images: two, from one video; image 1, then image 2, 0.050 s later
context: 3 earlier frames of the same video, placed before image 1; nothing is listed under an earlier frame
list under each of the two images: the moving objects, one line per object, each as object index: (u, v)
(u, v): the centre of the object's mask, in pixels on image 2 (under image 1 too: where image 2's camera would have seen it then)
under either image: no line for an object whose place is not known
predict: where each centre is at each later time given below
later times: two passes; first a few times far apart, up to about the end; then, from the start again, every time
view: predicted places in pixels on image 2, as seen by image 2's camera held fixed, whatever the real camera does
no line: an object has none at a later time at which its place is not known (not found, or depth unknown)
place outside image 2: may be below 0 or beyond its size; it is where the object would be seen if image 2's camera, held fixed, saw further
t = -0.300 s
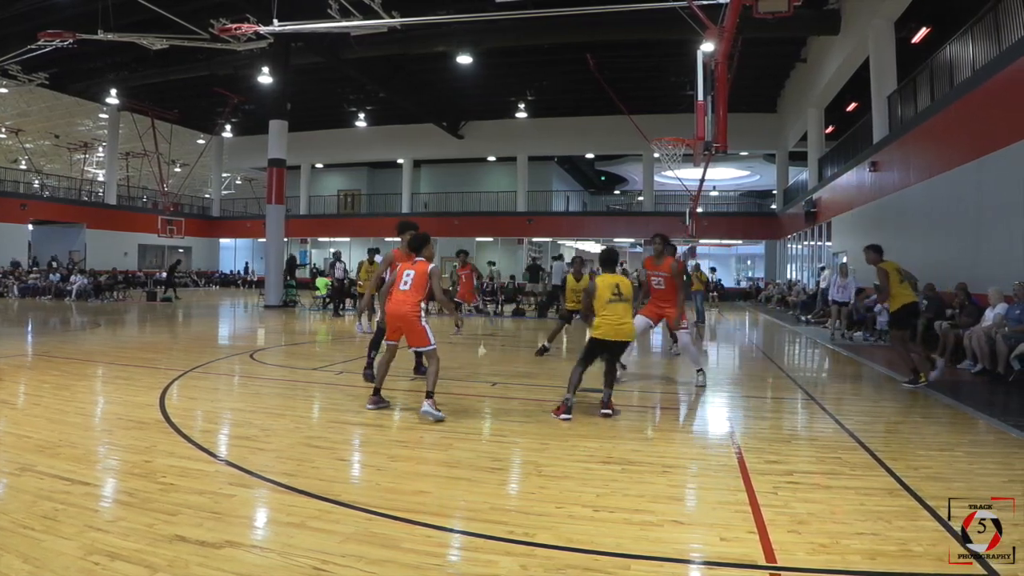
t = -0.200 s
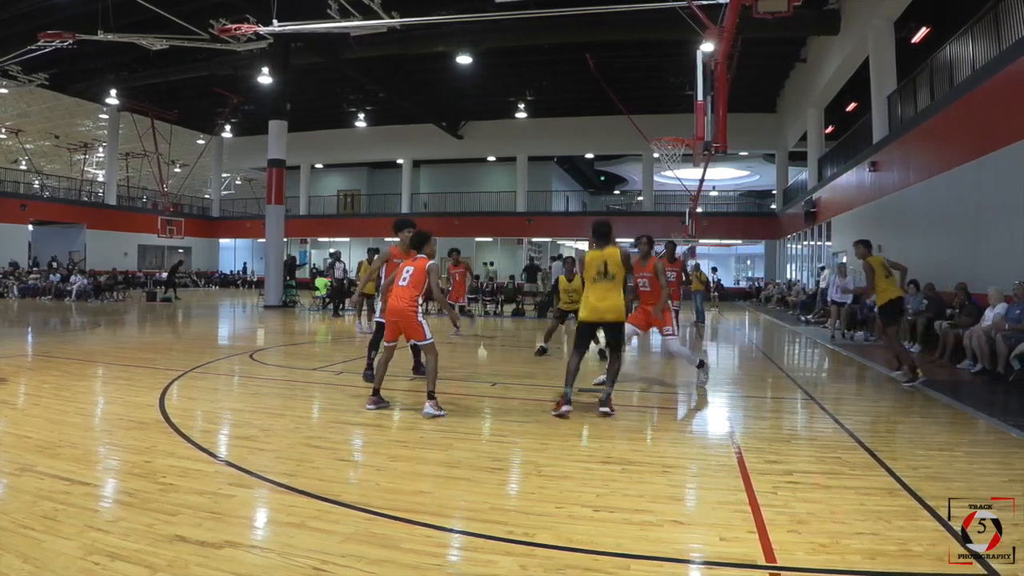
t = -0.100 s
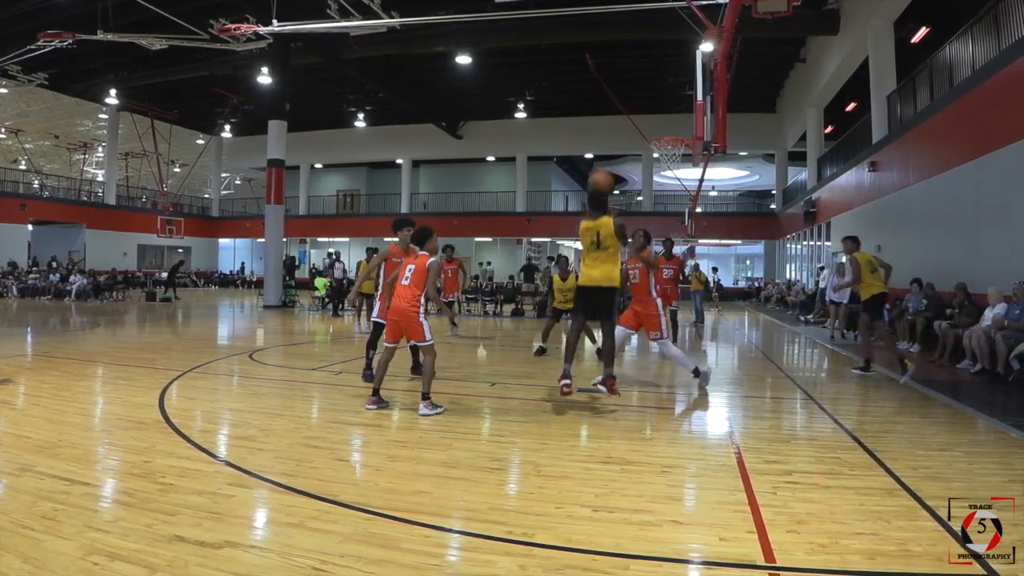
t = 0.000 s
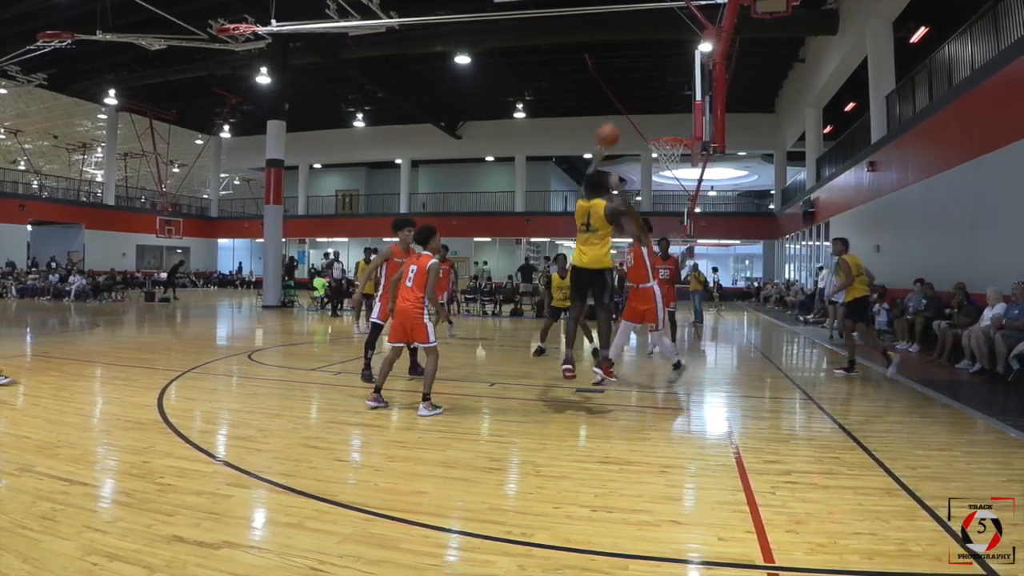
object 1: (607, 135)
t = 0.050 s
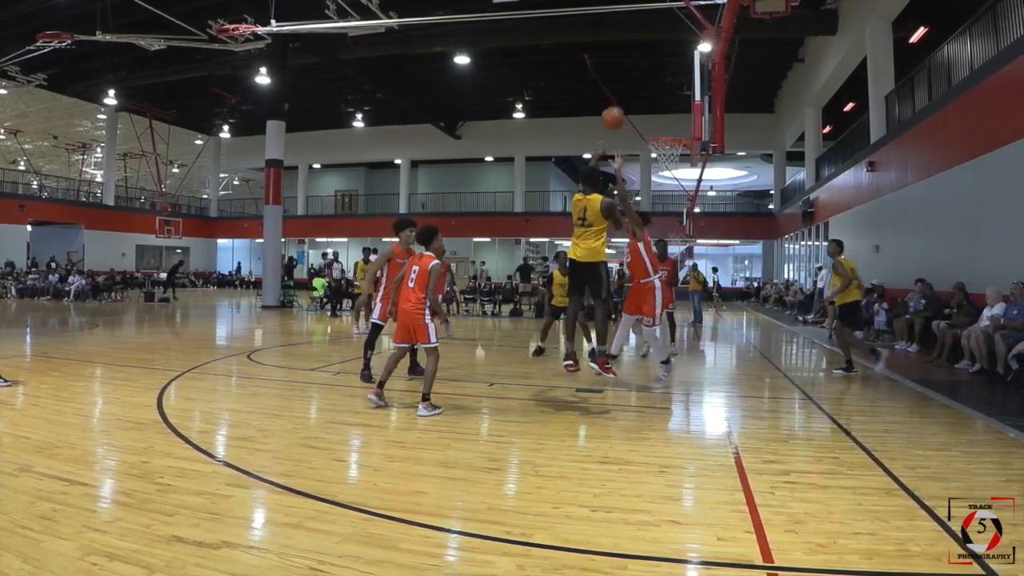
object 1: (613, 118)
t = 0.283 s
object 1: (632, 79)
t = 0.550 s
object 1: (649, 93)
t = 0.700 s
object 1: (657, 120)
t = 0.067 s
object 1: (615, 113)
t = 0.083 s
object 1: (616, 109)
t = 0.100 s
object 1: (617, 105)
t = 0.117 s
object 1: (619, 102)
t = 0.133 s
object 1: (620, 99)
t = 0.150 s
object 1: (622, 96)
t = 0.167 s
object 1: (623, 93)
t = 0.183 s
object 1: (625, 90)
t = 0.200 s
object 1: (626, 88)
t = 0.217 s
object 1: (627, 86)
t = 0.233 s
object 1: (628, 84)
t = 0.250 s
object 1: (630, 82)
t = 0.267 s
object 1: (631, 81)
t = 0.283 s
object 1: (632, 79)
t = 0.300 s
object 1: (633, 79)
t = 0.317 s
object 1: (634, 78)
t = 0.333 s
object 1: (636, 78)
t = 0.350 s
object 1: (636, 78)
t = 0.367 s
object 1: (637, 78)
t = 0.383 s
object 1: (638, 78)
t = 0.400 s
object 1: (640, 79)
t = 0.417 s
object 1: (641, 80)
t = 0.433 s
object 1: (642, 81)
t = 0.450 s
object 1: (643, 82)
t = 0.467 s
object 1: (644, 84)
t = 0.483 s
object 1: (645, 85)
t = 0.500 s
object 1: (646, 87)
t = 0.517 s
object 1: (647, 89)
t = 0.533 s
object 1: (648, 91)
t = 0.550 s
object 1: (649, 93)
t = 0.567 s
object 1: (649, 96)
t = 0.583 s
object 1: (650, 98)
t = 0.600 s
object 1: (651, 101)
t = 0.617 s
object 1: (652, 104)
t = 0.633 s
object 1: (653, 107)
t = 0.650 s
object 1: (654, 110)
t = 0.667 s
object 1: (655, 113)
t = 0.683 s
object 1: (656, 117)
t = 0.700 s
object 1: (657, 120)
